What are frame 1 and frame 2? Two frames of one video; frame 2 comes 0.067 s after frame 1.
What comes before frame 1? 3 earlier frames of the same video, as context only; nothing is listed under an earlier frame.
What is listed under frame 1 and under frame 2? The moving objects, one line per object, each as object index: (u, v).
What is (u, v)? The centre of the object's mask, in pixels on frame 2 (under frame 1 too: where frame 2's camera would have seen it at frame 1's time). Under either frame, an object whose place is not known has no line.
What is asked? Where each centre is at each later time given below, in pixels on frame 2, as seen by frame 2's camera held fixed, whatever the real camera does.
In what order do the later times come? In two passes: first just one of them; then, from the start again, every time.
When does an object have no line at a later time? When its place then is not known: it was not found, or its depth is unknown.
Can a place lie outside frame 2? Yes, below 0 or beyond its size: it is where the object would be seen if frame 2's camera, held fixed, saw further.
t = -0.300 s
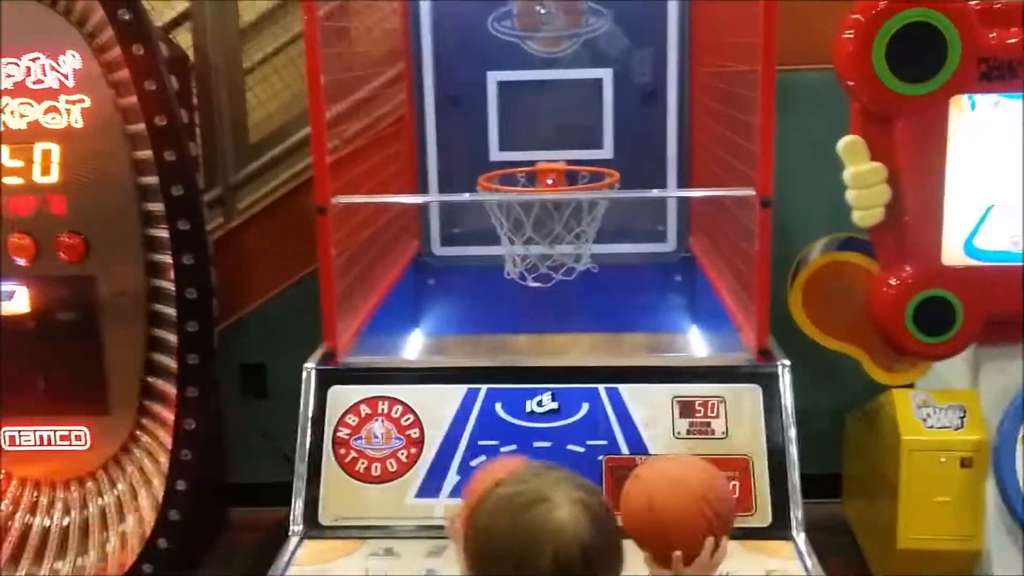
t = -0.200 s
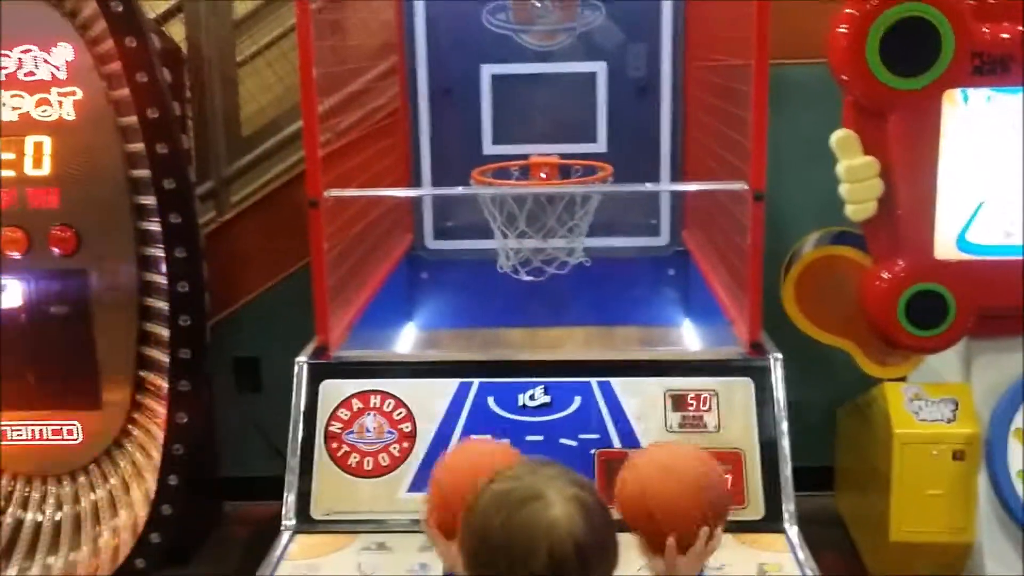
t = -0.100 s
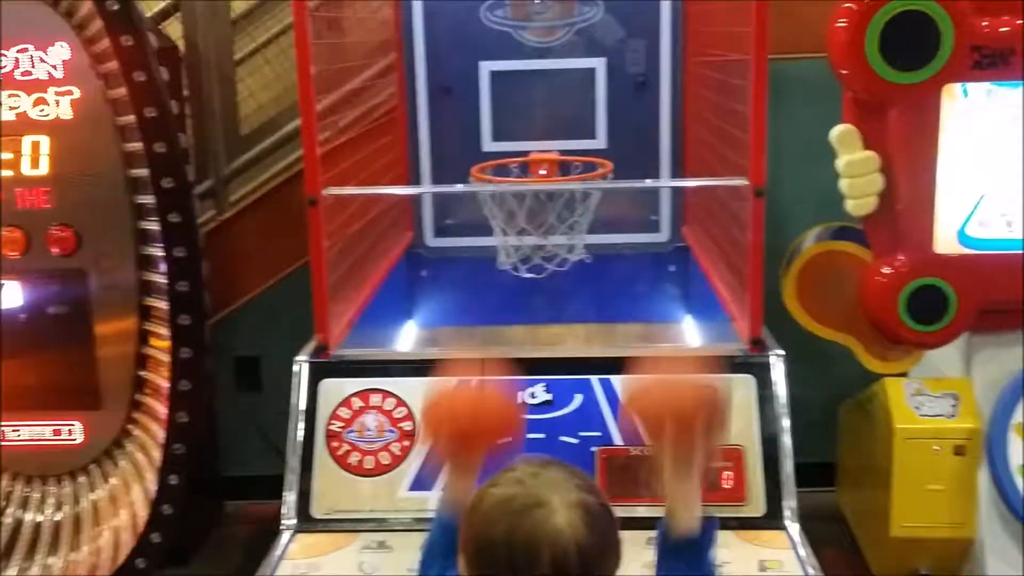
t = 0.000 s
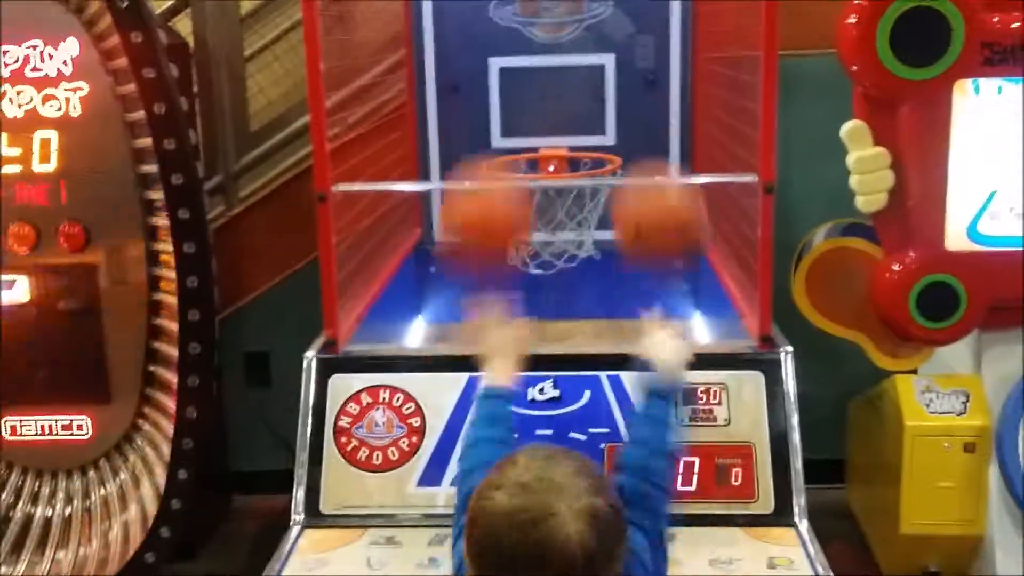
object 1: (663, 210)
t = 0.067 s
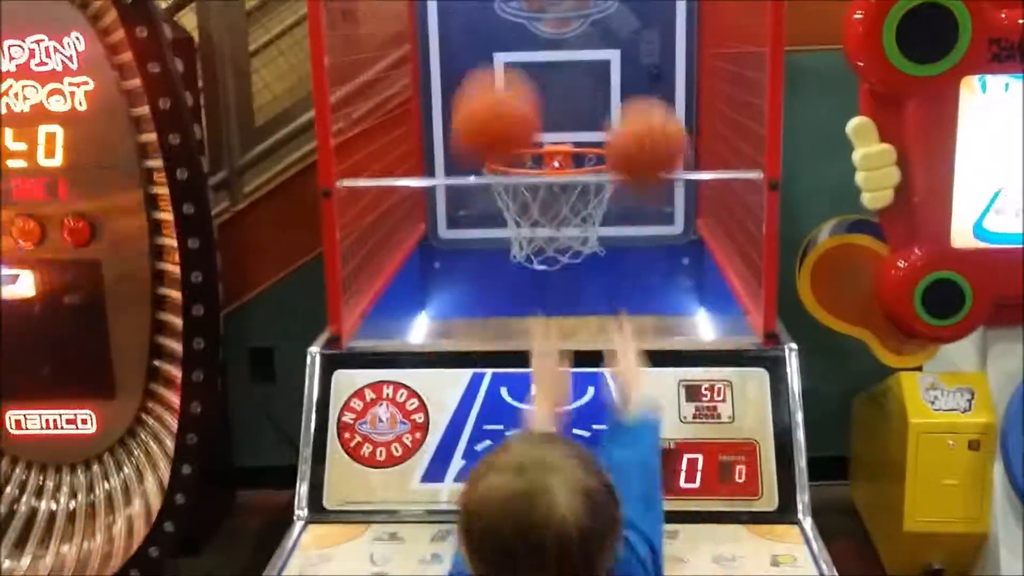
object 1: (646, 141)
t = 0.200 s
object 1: (621, 108)
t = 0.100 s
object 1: (638, 124)
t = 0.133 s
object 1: (633, 115)
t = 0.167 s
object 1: (626, 109)
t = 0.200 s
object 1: (621, 108)
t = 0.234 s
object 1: (617, 111)
